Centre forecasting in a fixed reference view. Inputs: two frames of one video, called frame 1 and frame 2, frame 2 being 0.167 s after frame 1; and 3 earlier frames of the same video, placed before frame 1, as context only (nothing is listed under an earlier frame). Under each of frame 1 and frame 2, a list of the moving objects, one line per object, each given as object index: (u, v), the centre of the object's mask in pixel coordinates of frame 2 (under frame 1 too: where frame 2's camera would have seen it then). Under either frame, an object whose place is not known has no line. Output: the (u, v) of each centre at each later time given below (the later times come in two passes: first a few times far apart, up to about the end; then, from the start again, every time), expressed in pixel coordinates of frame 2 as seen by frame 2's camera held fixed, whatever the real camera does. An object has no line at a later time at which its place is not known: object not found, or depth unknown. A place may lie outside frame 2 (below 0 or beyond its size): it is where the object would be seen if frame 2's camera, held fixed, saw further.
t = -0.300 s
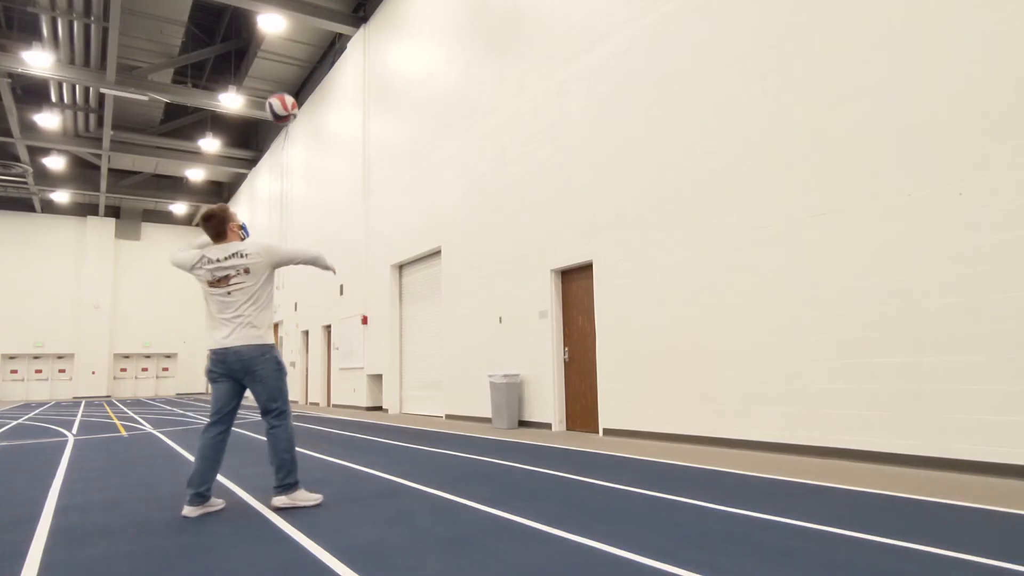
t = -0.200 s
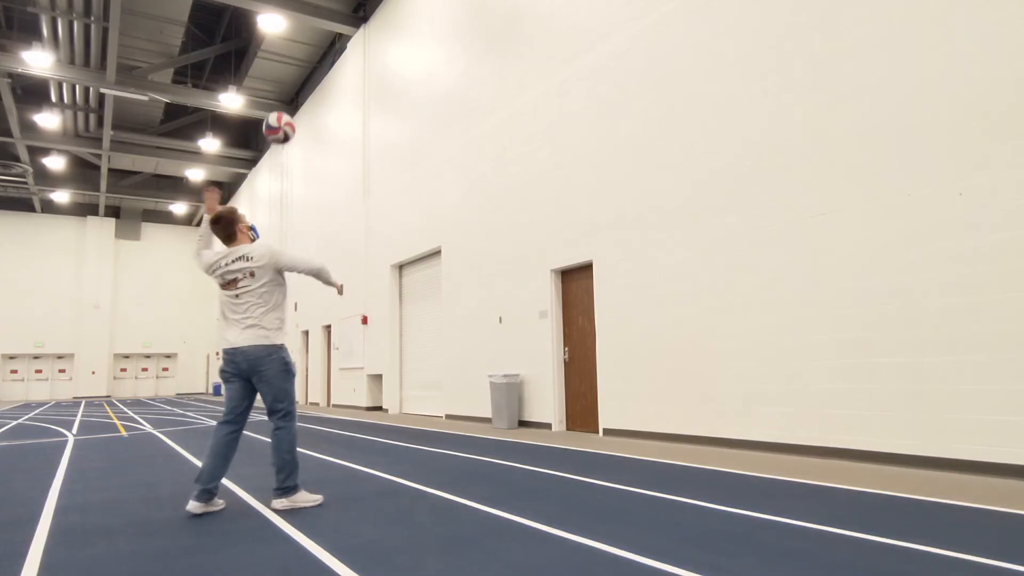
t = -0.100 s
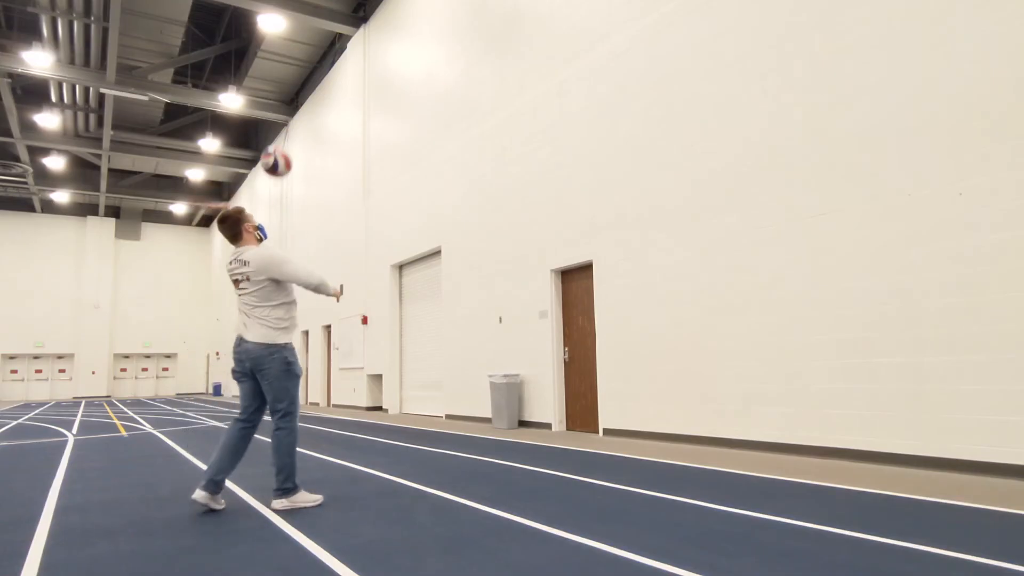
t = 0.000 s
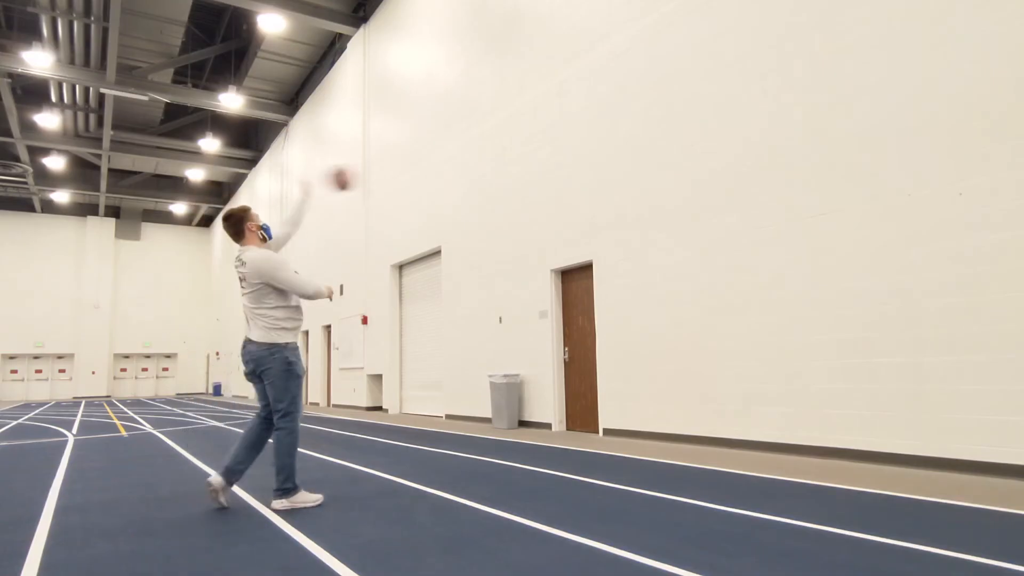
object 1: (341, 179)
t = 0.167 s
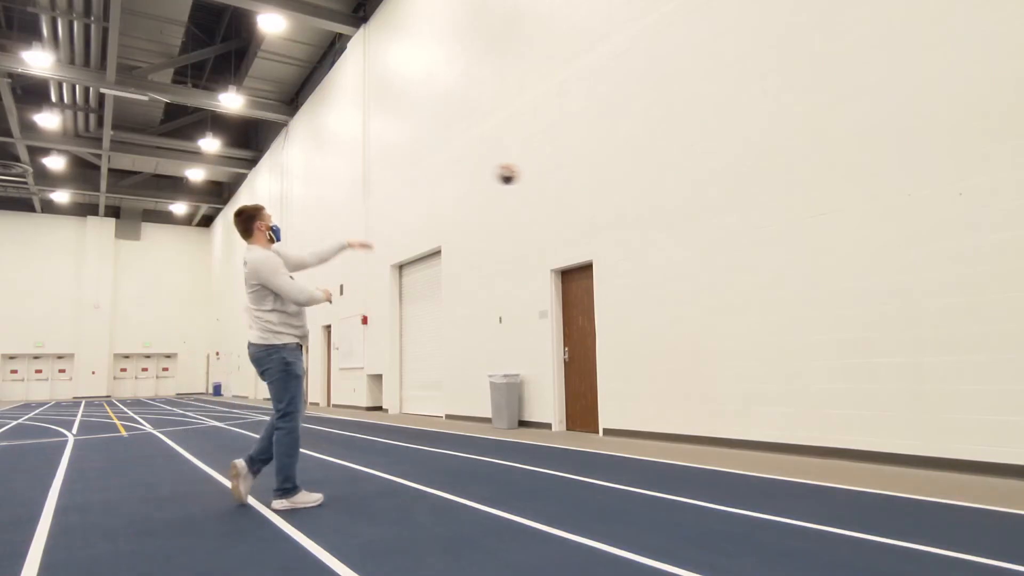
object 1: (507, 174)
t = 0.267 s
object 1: (576, 182)
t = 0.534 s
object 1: (573, 209)
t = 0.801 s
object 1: (417, 272)
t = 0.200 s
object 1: (532, 176)
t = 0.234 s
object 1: (555, 179)
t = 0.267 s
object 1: (576, 182)
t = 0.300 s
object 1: (596, 187)
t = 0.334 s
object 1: (615, 192)
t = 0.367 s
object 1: (632, 197)
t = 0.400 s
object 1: (644, 203)
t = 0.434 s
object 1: (626, 202)
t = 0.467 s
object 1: (609, 203)
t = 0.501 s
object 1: (591, 206)
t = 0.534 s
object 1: (573, 209)
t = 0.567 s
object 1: (555, 213)
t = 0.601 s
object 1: (536, 218)
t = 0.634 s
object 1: (517, 224)
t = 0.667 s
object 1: (498, 232)
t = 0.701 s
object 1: (478, 240)
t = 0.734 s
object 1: (457, 251)
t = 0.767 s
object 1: (435, 261)
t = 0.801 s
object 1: (417, 272)
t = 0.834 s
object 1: (395, 289)
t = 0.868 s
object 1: (374, 305)
